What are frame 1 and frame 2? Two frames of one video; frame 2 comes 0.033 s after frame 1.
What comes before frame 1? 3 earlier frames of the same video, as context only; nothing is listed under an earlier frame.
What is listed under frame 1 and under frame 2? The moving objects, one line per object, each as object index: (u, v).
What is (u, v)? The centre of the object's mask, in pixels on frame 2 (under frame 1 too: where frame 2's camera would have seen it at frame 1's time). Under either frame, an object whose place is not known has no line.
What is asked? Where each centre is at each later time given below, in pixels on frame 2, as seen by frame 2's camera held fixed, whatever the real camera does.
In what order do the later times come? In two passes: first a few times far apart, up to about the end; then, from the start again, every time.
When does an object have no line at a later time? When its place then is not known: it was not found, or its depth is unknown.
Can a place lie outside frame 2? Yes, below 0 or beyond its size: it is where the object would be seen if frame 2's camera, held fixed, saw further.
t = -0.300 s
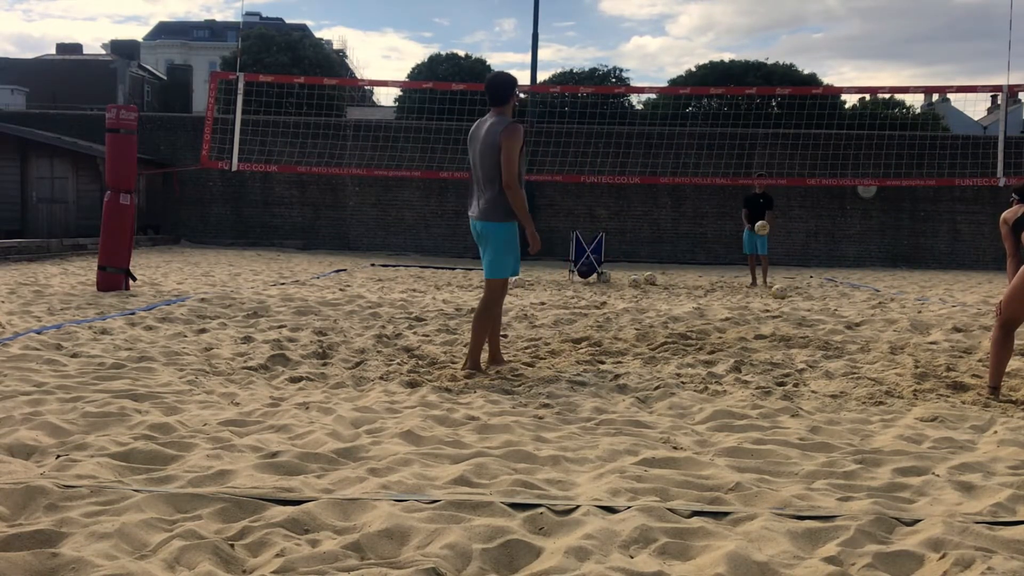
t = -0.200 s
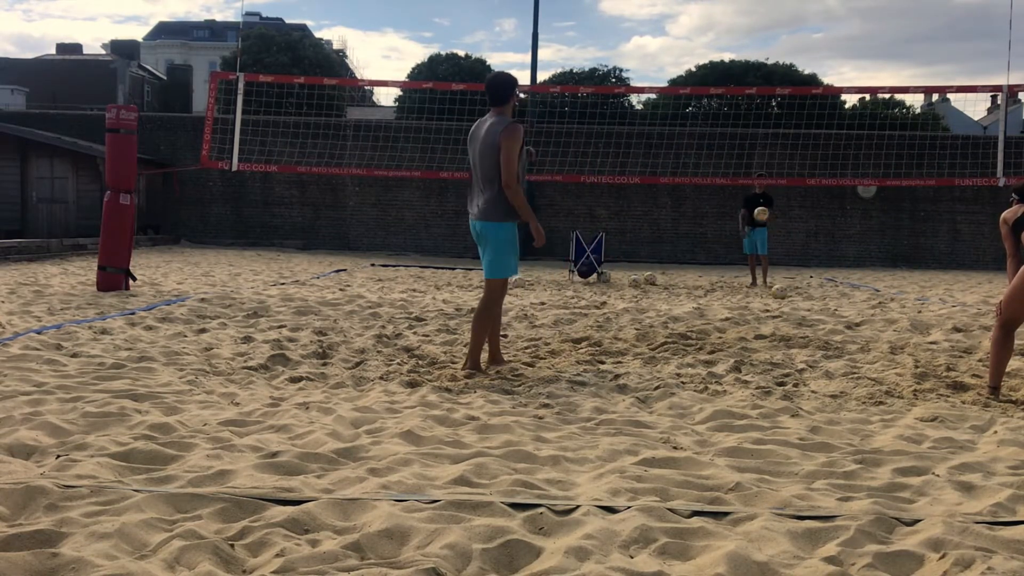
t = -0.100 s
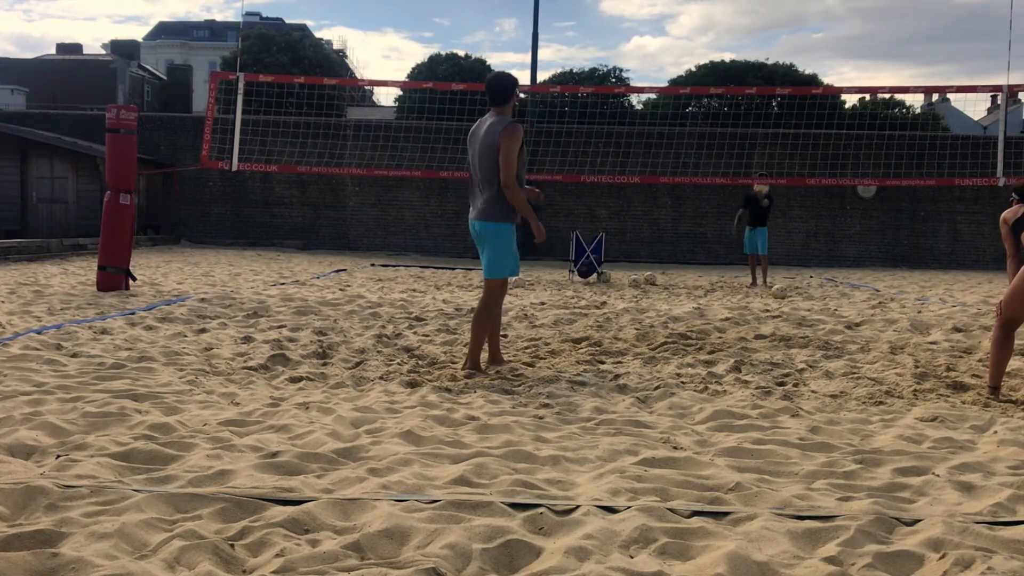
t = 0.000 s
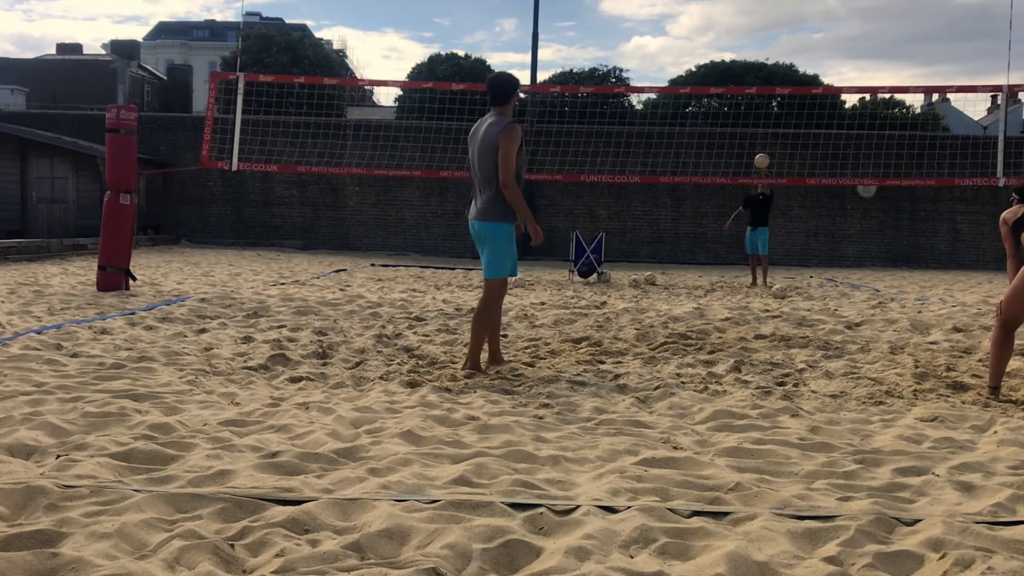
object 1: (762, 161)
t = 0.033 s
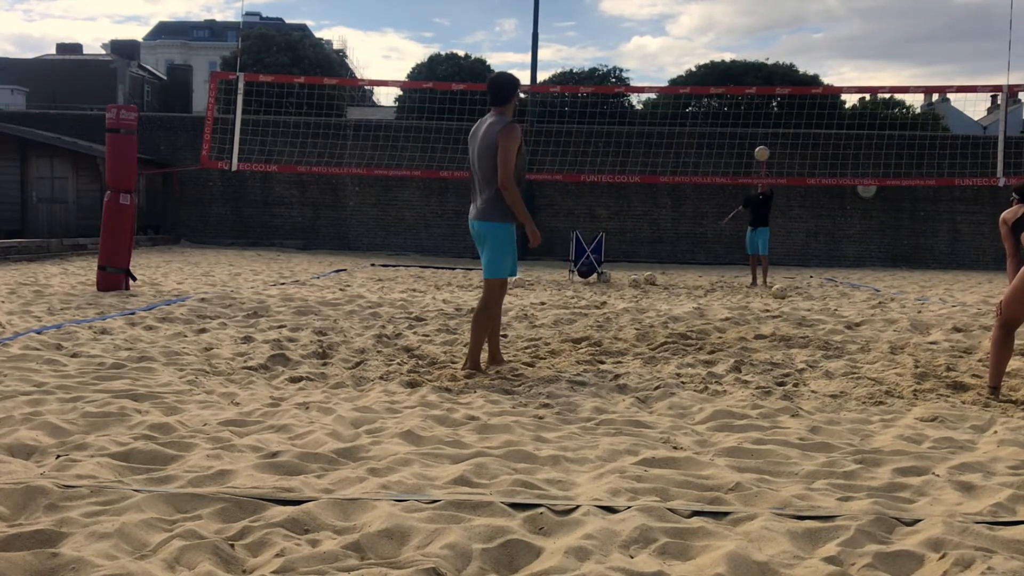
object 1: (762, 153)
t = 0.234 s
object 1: (762, 123)
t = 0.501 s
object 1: (759, 124)
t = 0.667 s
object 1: (757, 147)
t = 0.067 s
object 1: (762, 146)
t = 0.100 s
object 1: (762, 140)
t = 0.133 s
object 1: (762, 135)
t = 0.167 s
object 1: (762, 130)
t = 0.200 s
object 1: (762, 126)
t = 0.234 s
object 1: (762, 123)
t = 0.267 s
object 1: (762, 121)
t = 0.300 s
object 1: (761, 119)
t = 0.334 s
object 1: (761, 118)
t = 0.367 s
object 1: (761, 118)
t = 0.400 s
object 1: (761, 118)
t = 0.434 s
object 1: (760, 120)
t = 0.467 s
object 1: (760, 121)
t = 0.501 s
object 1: (759, 124)
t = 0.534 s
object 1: (759, 127)
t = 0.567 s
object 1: (758, 131)
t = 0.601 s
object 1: (758, 136)
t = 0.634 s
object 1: (757, 141)
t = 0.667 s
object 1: (757, 147)
